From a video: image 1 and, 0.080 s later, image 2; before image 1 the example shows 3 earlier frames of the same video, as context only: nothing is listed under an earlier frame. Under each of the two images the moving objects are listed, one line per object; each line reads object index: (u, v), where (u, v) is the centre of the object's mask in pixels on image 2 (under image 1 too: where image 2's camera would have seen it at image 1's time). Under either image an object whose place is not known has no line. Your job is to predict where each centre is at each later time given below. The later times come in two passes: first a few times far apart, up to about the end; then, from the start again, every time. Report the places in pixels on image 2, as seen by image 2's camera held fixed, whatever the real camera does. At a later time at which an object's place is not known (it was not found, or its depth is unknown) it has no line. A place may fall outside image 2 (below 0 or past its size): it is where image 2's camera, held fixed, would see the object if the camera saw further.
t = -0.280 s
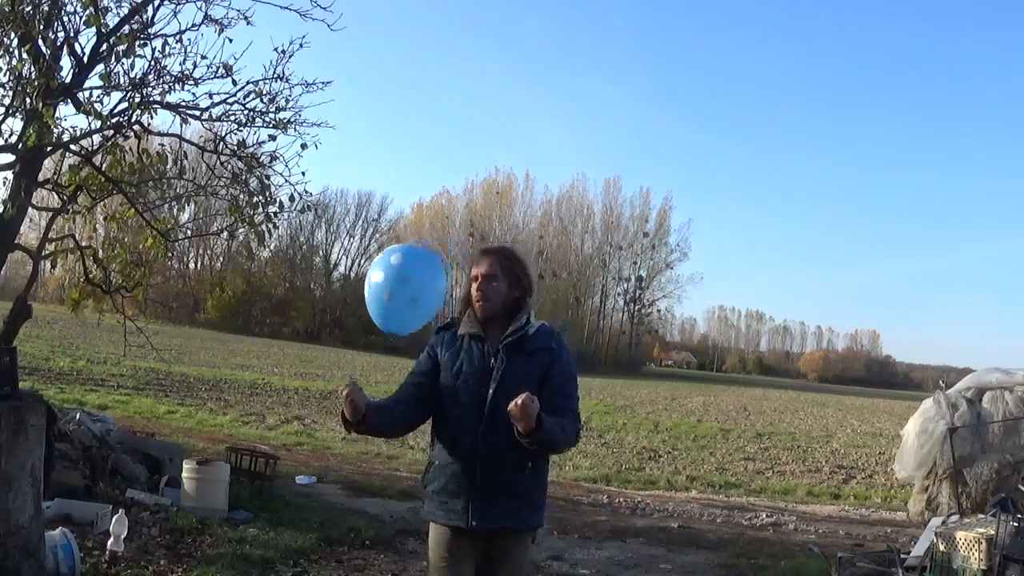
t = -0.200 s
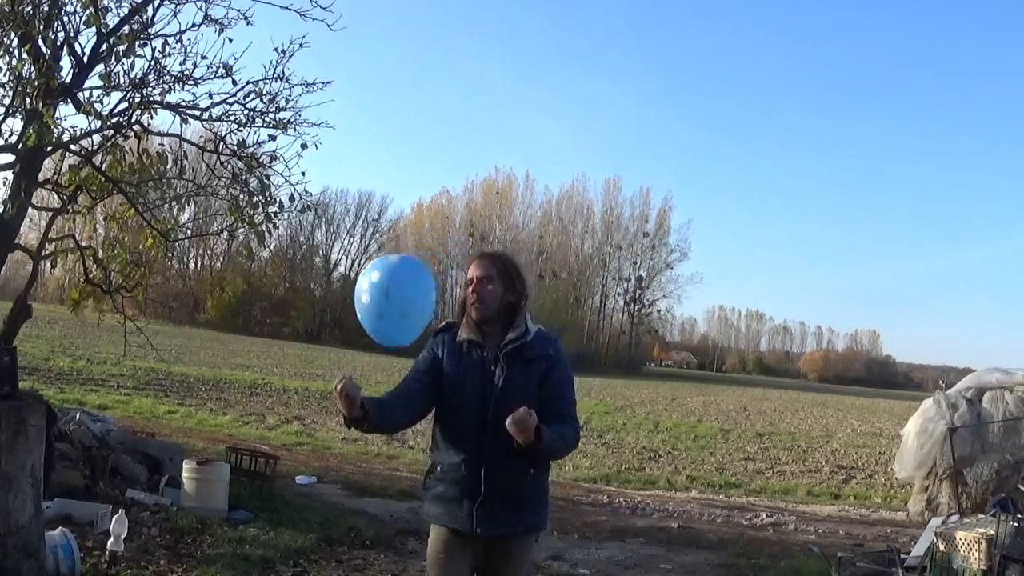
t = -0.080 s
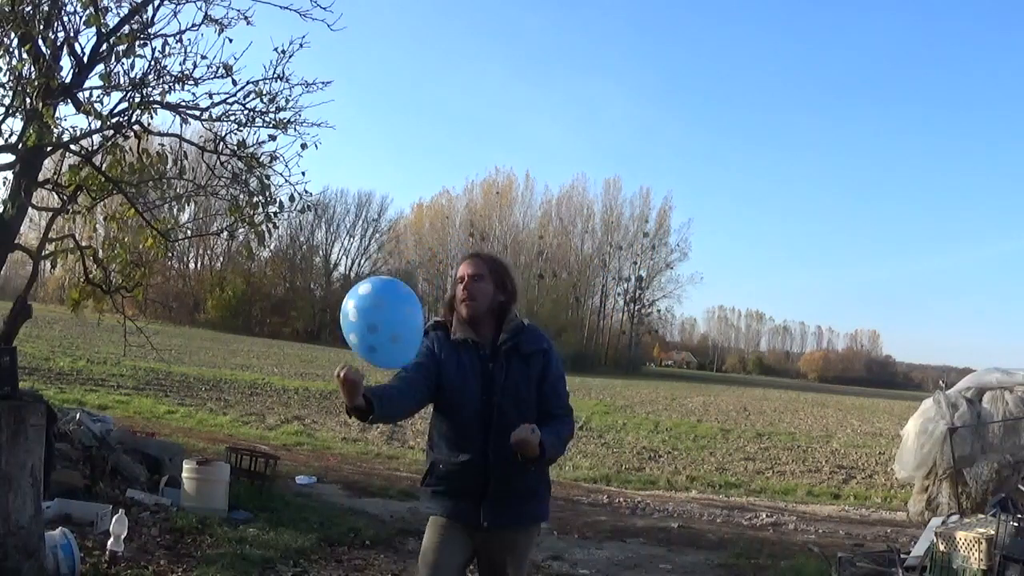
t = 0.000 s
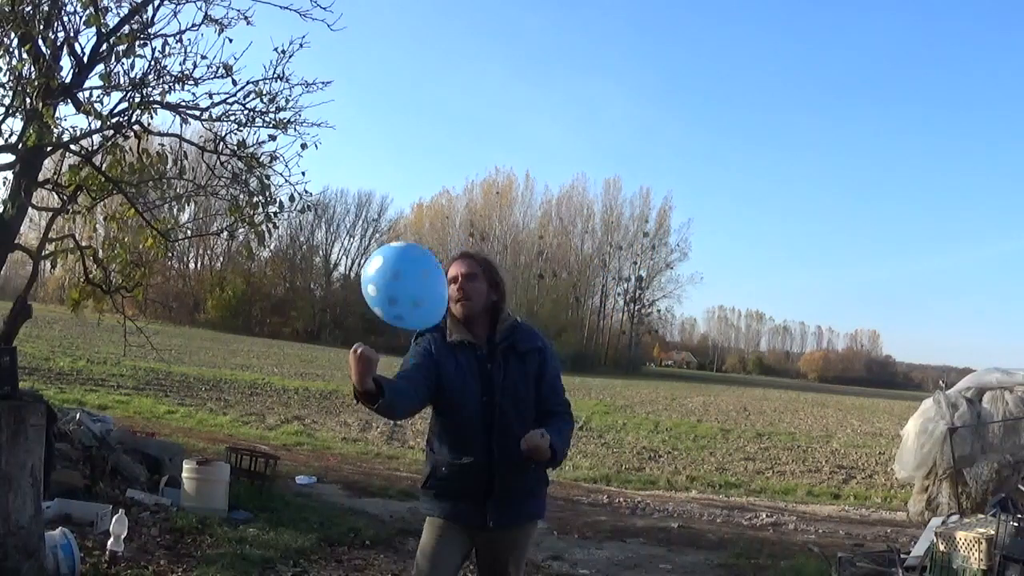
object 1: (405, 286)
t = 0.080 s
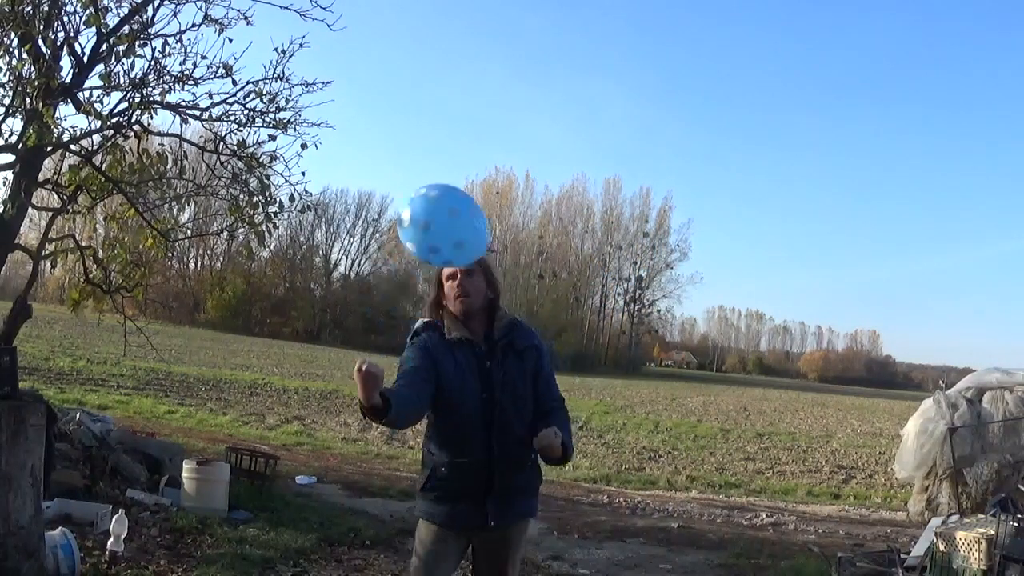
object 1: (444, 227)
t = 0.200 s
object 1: (500, 153)
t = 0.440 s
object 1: (588, 57)
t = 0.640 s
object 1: (642, 32)
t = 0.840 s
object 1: (685, 34)
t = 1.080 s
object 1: (724, 63)
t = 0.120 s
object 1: (463, 201)
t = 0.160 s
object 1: (481, 176)
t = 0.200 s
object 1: (500, 153)
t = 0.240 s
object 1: (516, 132)
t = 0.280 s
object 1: (532, 114)
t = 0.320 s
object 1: (547, 97)
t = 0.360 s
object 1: (562, 82)
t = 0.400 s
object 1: (575, 69)
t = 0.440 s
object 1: (588, 57)
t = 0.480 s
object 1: (600, 48)
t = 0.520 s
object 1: (611, 40)
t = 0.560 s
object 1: (622, 37)
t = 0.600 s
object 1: (632, 34)
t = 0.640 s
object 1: (642, 32)
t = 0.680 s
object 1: (651, 32)
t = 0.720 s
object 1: (660, 32)
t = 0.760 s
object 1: (669, 32)
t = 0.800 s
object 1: (677, 33)
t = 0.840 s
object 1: (685, 34)
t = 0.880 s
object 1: (692, 37)
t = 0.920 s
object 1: (699, 39)
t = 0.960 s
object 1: (706, 43)
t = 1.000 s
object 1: (712, 48)
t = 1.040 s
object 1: (718, 55)
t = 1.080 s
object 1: (724, 63)
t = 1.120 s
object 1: (729, 73)
